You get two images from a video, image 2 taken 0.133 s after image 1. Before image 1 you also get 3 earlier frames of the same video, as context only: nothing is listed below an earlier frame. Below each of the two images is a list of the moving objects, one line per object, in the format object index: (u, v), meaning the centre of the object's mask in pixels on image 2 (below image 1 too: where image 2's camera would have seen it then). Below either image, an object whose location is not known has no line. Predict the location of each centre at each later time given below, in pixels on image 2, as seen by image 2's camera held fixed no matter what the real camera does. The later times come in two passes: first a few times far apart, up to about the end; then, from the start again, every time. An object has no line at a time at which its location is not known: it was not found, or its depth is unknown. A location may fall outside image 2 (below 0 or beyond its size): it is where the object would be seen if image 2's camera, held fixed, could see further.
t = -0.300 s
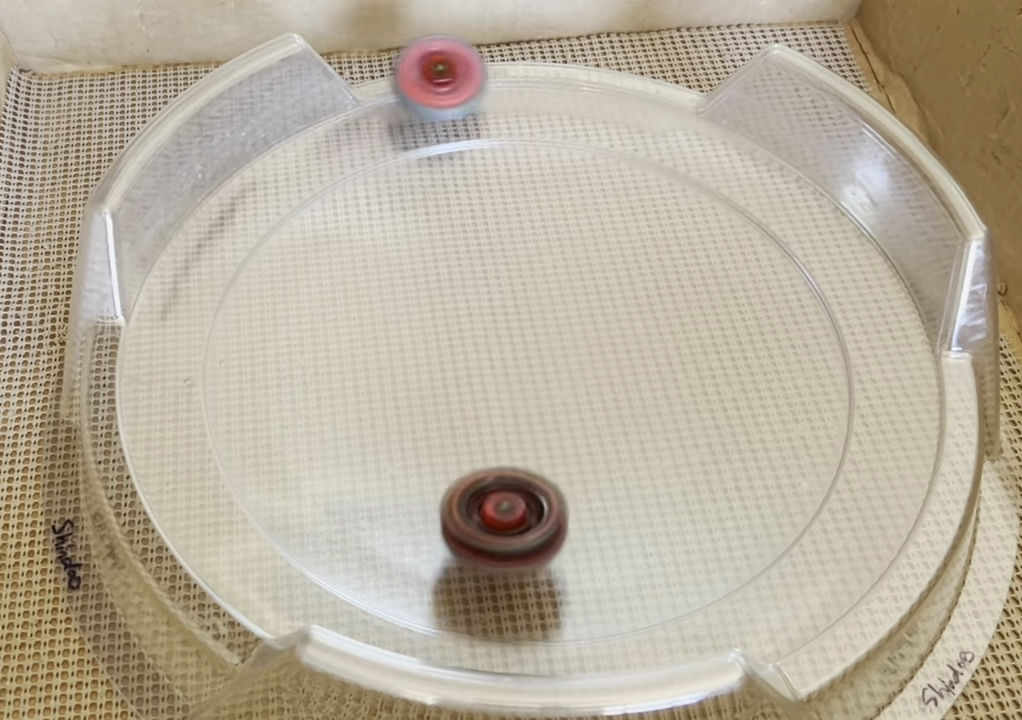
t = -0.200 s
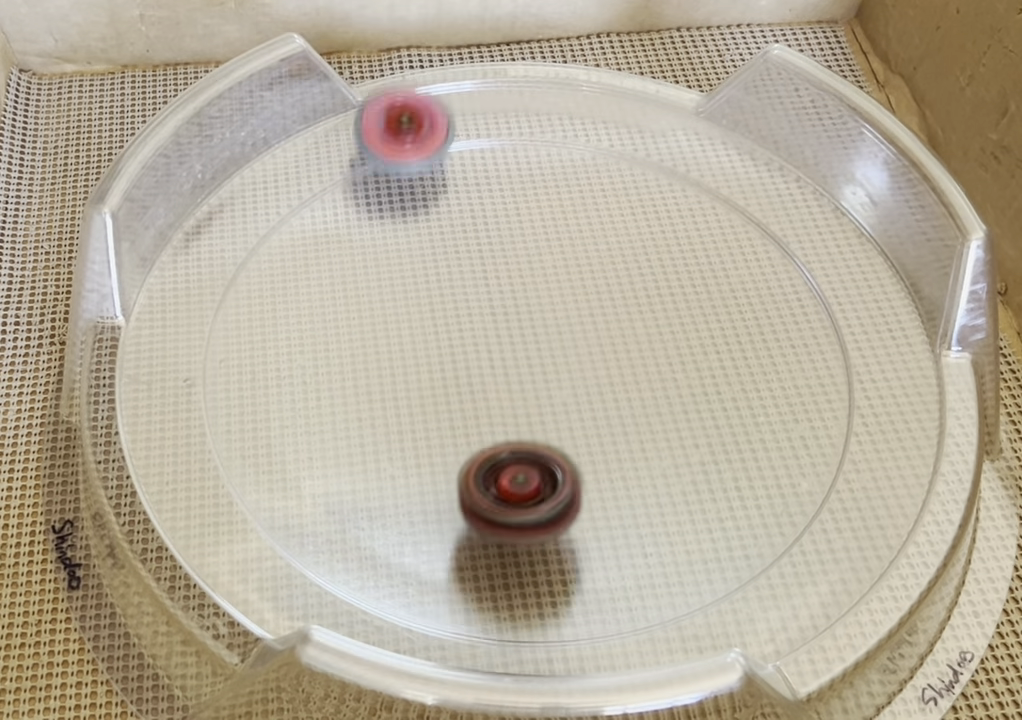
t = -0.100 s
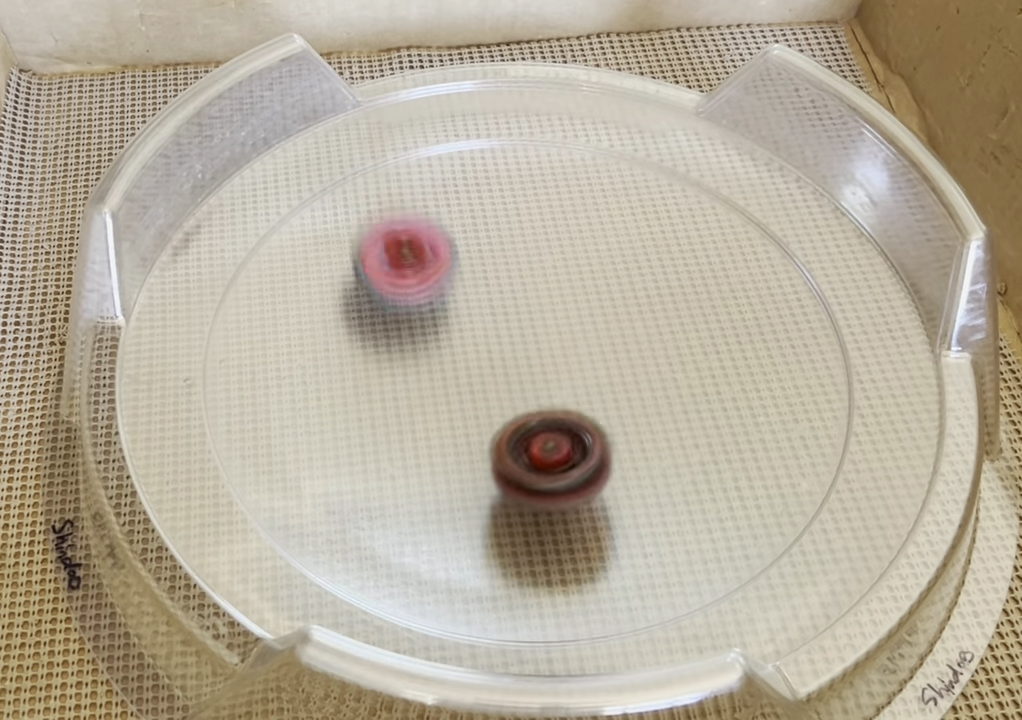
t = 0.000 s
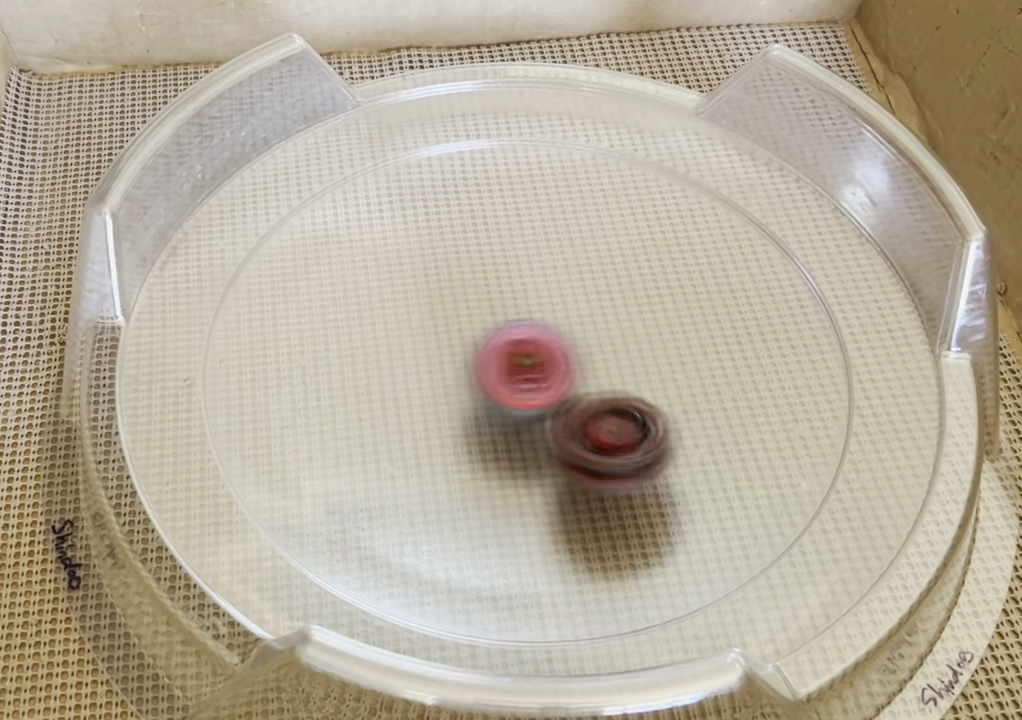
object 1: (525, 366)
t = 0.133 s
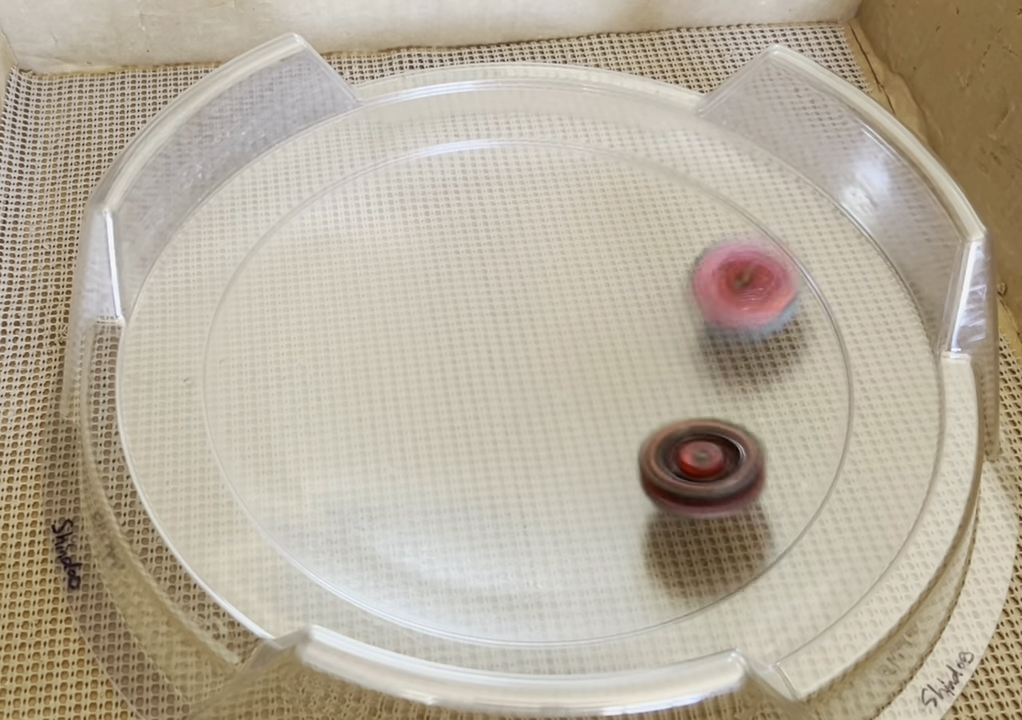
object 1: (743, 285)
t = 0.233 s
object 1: (741, 144)
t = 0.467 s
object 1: (412, 255)
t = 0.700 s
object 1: (758, 535)
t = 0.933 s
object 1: (746, 278)
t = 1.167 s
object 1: (639, 248)
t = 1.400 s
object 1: (581, 398)
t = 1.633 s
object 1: (793, 357)
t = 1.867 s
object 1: (476, 312)
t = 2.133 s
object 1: (623, 589)
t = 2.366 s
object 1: (748, 385)
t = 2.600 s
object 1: (385, 507)
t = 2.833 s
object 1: (478, 621)
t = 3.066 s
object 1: (479, 569)
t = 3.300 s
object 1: (406, 385)
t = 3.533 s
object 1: (435, 487)
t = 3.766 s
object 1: (448, 291)
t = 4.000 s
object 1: (220, 343)
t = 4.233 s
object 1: (509, 417)
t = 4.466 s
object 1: (380, 234)
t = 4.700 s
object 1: (296, 311)
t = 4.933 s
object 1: (548, 296)
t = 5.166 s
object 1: (479, 131)
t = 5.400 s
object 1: (447, 179)
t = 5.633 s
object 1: (511, 244)
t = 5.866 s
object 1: (656, 233)
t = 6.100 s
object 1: (592, 232)
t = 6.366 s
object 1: (666, 416)
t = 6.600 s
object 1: (808, 345)
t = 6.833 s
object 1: (646, 303)
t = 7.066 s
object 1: (562, 356)
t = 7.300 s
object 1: (629, 464)
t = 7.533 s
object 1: (640, 405)
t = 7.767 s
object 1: (592, 500)
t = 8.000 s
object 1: (574, 488)
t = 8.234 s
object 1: (576, 493)
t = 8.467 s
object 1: (438, 412)
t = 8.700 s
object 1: (311, 428)
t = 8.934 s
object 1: (435, 405)
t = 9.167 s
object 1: (444, 245)
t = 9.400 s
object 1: (350, 192)
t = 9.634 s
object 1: (431, 305)
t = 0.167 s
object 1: (775, 233)
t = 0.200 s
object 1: (773, 176)
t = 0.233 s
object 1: (741, 144)
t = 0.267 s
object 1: (691, 132)
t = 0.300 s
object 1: (649, 123)
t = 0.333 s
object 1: (601, 123)
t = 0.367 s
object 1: (551, 136)
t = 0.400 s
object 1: (498, 161)
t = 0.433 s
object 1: (449, 204)
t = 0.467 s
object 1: (412, 255)
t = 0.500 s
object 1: (393, 314)
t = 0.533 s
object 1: (398, 377)
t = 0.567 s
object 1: (428, 438)
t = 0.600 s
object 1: (483, 490)
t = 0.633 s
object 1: (565, 525)
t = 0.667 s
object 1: (661, 539)
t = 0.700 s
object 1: (758, 535)
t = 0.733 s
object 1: (816, 480)
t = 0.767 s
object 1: (863, 440)
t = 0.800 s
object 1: (911, 398)
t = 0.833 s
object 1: (933, 344)
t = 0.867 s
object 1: (882, 300)
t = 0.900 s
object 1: (816, 279)
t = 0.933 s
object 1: (746, 278)
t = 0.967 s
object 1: (702, 264)
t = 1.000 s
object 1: (685, 248)
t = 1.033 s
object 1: (666, 248)
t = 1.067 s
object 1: (655, 244)
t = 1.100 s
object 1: (653, 229)
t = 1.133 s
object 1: (648, 232)
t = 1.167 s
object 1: (639, 248)
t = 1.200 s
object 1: (621, 266)
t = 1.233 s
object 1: (600, 296)
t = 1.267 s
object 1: (581, 324)
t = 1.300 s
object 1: (567, 352)
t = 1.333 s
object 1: (562, 364)
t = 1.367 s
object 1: (568, 377)
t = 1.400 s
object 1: (581, 398)
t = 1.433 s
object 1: (603, 419)
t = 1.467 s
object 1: (637, 433)
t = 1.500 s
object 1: (679, 440)
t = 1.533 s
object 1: (722, 434)
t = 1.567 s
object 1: (761, 415)
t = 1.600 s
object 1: (785, 388)
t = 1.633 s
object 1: (793, 357)
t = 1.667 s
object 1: (781, 327)
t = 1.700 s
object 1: (752, 299)
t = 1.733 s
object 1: (706, 279)
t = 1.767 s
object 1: (649, 268)
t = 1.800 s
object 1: (587, 271)
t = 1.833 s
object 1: (528, 286)
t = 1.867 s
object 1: (476, 312)
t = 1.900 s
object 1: (434, 349)
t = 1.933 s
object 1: (407, 394)
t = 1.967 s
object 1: (395, 442)
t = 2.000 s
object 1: (403, 494)
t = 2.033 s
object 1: (432, 545)
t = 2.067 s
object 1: (480, 589)
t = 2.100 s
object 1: (549, 590)
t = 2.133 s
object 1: (623, 589)
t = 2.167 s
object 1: (699, 579)
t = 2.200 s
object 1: (755, 558)
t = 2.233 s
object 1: (796, 531)
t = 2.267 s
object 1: (813, 495)
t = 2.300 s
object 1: (814, 459)
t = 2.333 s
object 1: (793, 415)
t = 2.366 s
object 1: (748, 385)
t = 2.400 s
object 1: (672, 397)
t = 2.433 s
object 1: (606, 402)
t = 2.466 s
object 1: (545, 409)
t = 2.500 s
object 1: (493, 427)
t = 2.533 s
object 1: (446, 448)
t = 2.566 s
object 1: (411, 475)
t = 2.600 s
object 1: (385, 507)
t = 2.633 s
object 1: (368, 547)
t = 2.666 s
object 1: (387, 565)
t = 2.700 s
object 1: (422, 583)
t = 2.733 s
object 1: (451, 599)
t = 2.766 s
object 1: (472, 614)
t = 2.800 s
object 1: (479, 619)
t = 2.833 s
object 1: (478, 621)
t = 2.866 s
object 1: (475, 621)
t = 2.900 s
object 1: (472, 619)
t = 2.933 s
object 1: (468, 614)
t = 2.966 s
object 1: (463, 607)
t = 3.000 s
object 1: (461, 596)
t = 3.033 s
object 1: (467, 586)
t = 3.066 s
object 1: (479, 569)
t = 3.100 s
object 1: (490, 545)
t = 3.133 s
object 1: (498, 520)
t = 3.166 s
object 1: (498, 488)
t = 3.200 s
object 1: (488, 451)
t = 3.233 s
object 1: (465, 418)
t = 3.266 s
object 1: (433, 389)
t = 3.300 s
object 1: (406, 385)
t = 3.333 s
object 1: (386, 400)
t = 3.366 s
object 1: (363, 417)
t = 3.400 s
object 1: (351, 437)
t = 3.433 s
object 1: (354, 460)
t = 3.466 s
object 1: (371, 478)
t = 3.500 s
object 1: (399, 489)
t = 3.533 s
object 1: (435, 487)
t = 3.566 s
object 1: (471, 475)
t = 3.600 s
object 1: (498, 450)
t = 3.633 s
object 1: (513, 418)
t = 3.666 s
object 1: (514, 383)
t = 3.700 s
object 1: (501, 349)
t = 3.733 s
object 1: (479, 317)
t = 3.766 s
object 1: (448, 291)
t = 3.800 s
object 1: (410, 273)
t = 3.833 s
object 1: (367, 262)
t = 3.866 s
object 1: (324, 262)
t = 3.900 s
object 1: (284, 270)
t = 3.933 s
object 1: (249, 285)
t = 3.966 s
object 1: (227, 310)
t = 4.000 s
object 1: (220, 343)
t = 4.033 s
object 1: (230, 376)
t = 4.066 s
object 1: (259, 407)
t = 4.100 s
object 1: (301, 428)
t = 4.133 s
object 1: (355, 445)
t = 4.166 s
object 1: (410, 447)
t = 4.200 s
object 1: (464, 437)
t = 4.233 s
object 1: (509, 417)
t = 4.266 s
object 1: (506, 383)
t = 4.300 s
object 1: (479, 353)
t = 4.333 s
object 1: (463, 327)
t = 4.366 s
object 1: (449, 300)
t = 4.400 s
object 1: (431, 275)
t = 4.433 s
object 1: (409, 252)
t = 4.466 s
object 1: (380, 234)
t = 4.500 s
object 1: (350, 224)
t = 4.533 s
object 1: (320, 222)
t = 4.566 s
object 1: (292, 227)
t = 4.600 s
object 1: (273, 241)
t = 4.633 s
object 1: (266, 262)
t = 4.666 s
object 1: (274, 287)
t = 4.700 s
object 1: (296, 311)
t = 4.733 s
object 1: (328, 333)
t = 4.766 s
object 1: (368, 348)
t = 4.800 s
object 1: (412, 355)
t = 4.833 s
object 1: (455, 351)
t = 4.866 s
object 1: (493, 338)
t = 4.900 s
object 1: (524, 320)
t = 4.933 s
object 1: (548, 296)
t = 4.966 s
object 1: (563, 265)
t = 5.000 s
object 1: (569, 234)
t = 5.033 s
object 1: (563, 204)
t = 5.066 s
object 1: (550, 177)
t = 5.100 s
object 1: (530, 154)
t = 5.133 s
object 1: (507, 137)
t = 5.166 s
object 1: (479, 131)
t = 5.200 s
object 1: (455, 125)
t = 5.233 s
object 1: (448, 127)
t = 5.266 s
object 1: (441, 149)
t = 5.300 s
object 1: (438, 158)
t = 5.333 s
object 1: (438, 163)
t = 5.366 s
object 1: (442, 169)
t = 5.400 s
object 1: (447, 179)
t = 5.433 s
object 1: (450, 191)
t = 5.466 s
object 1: (453, 197)
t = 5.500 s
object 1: (458, 205)
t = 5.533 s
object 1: (465, 213)
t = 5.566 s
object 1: (477, 223)
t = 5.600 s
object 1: (493, 233)
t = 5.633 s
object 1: (511, 244)
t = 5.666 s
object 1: (532, 253)
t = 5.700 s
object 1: (556, 258)
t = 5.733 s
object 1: (580, 260)
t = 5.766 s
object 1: (604, 258)
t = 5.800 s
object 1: (626, 252)
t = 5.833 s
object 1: (644, 243)
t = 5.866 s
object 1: (656, 233)
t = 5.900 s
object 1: (663, 220)
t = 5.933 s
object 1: (664, 208)
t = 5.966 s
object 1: (658, 200)
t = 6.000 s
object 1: (646, 198)
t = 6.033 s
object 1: (628, 203)
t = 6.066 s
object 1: (609, 215)
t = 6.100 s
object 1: (592, 232)
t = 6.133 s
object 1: (576, 253)
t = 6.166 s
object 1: (567, 278)
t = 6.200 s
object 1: (564, 307)
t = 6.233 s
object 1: (570, 335)
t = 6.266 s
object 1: (584, 362)
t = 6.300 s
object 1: (605, 385)
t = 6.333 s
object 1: (633, 404)
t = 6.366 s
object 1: (666, 416)
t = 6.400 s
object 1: (701, 423)
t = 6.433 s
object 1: (736, 421)
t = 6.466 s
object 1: (766, 411)
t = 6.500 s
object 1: (791, 398)
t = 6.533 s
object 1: (809, 382)
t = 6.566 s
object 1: (814, 364)
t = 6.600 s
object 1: (808, 345)
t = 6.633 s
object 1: (788, 326)
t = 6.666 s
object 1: (758, 314)
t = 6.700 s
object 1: (721, 307)
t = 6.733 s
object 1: (680, 304)
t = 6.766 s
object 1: (637, 308)
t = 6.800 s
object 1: (630, 308)
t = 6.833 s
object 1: (646, 303)
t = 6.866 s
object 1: (649, 299)
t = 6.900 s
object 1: (640, 299)
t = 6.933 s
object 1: (626, 301)
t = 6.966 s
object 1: (607, 309)
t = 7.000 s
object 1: (589, 322)
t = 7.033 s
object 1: (574, 338)
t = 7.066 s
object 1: (562, 356)
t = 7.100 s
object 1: (555, 376)
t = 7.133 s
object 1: (553, 397)
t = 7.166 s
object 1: (558, 418)
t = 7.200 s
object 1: (569, 436)
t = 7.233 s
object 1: (585, 451)
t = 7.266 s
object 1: (607, 459)
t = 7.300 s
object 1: (629, 464)
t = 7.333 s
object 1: (653, 460)
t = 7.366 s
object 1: (672, 448)
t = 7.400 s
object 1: (683, 433)
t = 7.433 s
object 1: (684, 411)
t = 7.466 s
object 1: (674, 391)
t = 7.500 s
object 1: (653, 373)
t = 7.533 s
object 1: (640, 405)
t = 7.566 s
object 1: (625, 430)
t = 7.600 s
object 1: (612, 447)
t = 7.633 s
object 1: (603, 460)
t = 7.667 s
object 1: (597, 471)
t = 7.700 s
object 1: (593, 481)
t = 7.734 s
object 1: (590, 492)
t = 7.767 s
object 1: (592, 500)
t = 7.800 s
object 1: (595, 503)
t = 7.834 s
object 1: (598, 502)
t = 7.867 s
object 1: (598, 499)
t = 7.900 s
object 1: (594, 493)
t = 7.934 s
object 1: (588, 485)
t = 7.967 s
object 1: (577, 474)
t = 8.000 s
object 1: (574, 488)
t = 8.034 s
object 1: (578, 506)
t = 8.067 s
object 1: (583, 514)
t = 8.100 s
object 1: (585, 516)
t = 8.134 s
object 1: (588, 514)
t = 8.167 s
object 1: (587, 510)
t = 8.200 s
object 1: (583, 503)
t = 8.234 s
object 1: (576, 493)
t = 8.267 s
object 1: (565, 479)
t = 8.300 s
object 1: (550, 464)
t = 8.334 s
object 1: (532, 450)
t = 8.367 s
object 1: (511, 438)
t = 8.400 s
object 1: (488, 428)
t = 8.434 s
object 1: (464, 420)
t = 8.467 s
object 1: (438, 412)
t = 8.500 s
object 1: (410, 407)
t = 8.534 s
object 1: (385, 403)
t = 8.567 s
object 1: (362, 404)
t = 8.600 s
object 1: (343, 406)
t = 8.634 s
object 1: (327, 411)
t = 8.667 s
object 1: (316, 418)
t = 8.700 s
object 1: (311, 428)
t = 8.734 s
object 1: (316, 438)
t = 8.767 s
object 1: (330, 445)
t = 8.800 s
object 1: (350, 447)
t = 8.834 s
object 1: (374, 446)
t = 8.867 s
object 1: (398, 437)
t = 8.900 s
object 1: (420, 424)
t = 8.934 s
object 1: (435, 405)
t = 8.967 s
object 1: (448, 382)
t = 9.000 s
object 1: (458, 359)
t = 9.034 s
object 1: (464, 336)
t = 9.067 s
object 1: (463, 313)
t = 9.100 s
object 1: (460, 289)
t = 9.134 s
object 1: (454, 267)
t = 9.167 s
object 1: (444, 245)
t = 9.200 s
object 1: (432, 226)
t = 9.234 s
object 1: (417, 211)
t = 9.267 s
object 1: (403, 198)
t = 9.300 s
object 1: (387, 190)
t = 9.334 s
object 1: (371, 186)
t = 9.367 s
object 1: (360, 186)
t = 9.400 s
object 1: (350, 192)
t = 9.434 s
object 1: (347, 202)
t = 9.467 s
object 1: (350, 216)
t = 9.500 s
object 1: (357, 235)
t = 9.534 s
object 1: (370, 255)
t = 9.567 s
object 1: (389, 275)
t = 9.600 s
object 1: (413, 293)
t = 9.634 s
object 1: (431, 305)
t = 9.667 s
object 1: (447, 312)
